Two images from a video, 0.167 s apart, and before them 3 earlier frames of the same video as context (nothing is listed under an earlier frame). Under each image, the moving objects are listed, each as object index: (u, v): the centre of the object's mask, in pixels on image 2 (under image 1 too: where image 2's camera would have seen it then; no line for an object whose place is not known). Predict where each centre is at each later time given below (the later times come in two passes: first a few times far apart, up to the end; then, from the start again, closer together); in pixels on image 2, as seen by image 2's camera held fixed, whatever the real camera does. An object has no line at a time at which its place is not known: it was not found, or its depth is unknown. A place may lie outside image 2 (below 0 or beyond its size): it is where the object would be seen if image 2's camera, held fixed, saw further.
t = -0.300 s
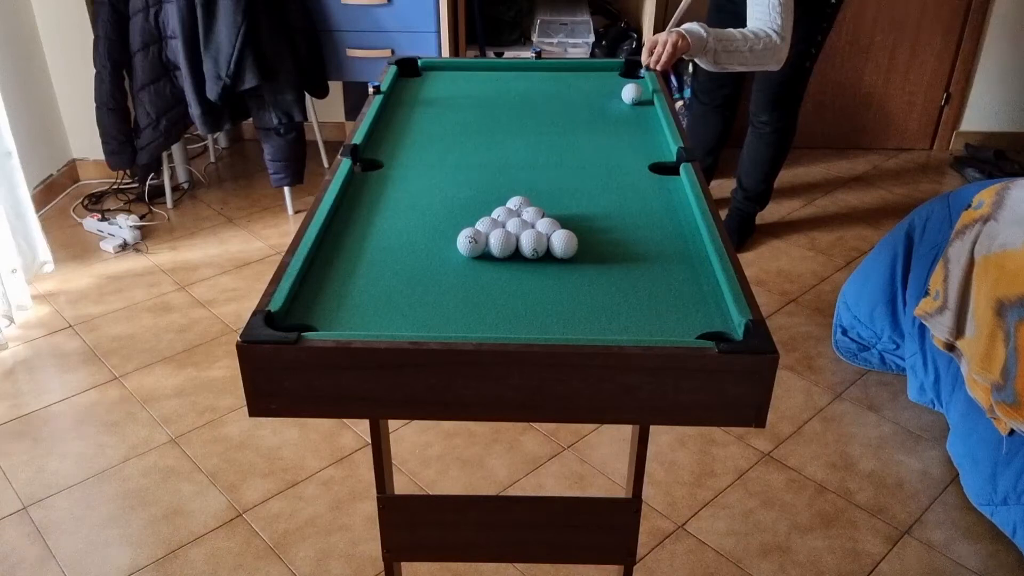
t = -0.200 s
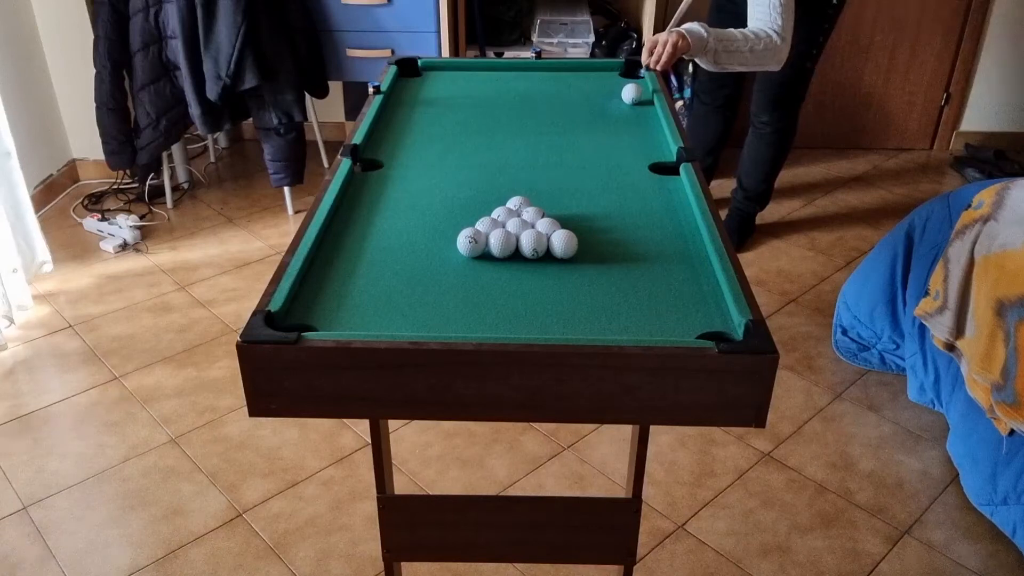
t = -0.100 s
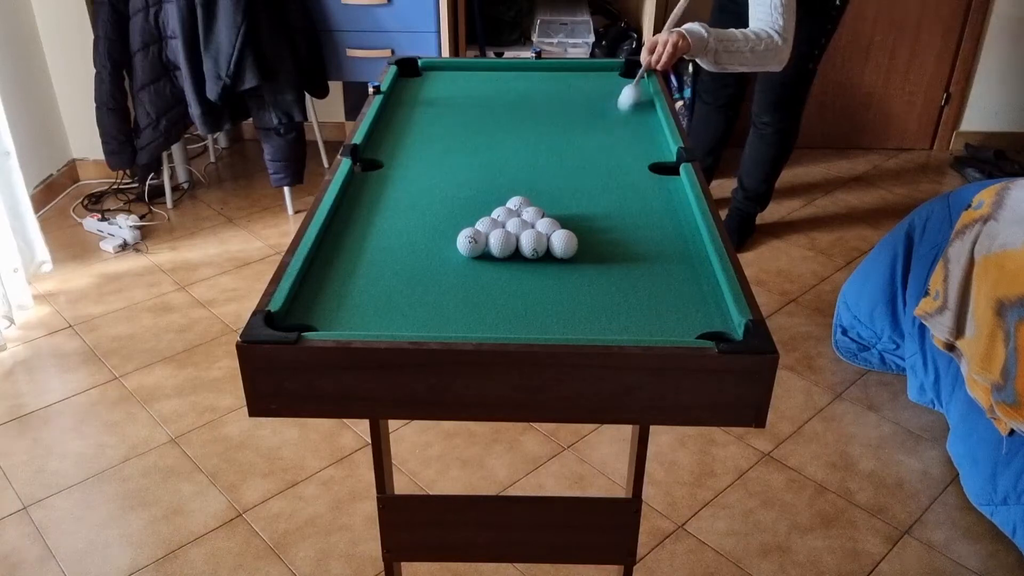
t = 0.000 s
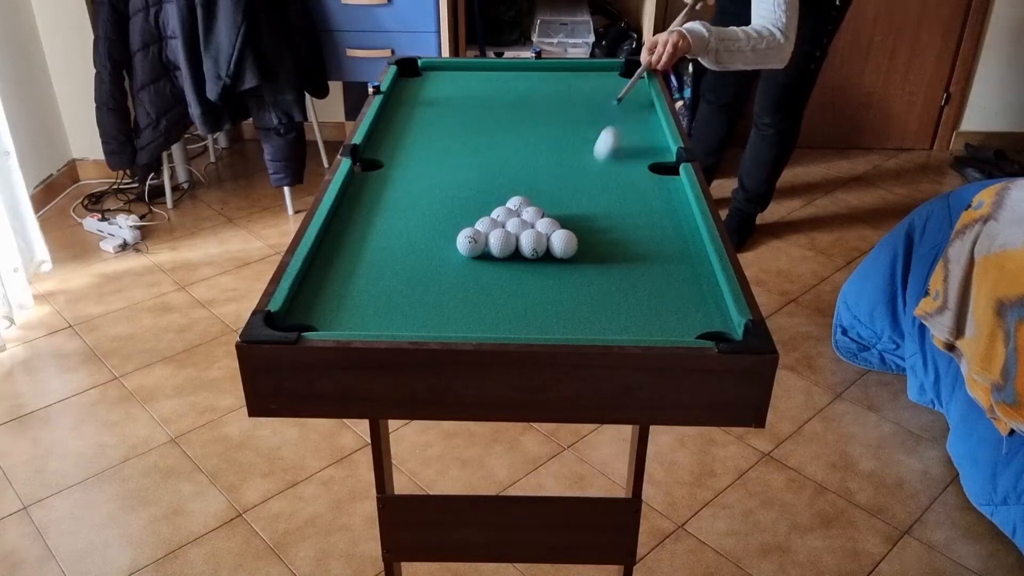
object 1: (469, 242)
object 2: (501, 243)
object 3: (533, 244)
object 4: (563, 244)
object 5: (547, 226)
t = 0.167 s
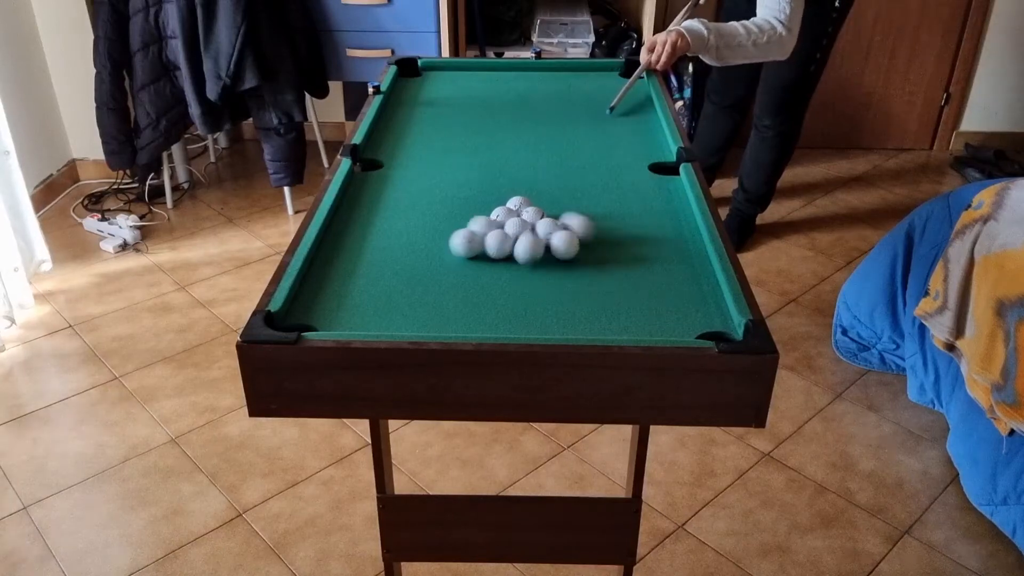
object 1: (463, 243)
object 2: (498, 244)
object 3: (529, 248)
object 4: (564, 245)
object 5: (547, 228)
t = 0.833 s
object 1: (320, 260)
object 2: (415, 280)
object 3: (480, 281)
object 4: (613, 282)
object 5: (617, 232)
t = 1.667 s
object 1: (365, 271)
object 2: (345, 304)
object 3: (468, 221)
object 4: (669, 311)
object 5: (671, 232)
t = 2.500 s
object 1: (366, 271)
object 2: (332, 312)
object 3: (472, 191)
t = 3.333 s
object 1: (366, 271)
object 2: (333, 312)
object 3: (478, 185)
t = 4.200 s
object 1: (366, 271)
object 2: (332, 312)
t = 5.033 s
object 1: (366, 271)
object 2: (333, 312)
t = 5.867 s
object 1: (366, 271)
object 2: (333, 312)
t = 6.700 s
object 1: (366, 271)
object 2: (333, 312)
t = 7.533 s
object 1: (367, 272)
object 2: (333, 312)
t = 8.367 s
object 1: (367, 272)
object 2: (333, 312)
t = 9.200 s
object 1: (367, 272)
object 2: (333, 312)
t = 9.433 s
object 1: (367, 272)
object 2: (333, 312)
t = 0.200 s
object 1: (456, 244)
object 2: (493, 246)
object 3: (525, 257)
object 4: (566, 247)
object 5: (550, 230)
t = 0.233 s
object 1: (448, 245)
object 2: (489, 248)
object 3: (522, 265)
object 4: (569, 249)
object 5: (555, 230)
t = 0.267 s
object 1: (440, 246)
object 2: (484, 250)
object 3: (518, 273)
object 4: (572, 251)
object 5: (559, 230)
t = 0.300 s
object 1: (432, 247)
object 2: (480, 252)
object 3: (515, 281)
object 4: (574, 253)
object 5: (563, 230)
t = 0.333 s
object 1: (424, 248)
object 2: (475, 254)
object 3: (511, 289)
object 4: (576, 255)
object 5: (567, 231)
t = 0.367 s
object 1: (417, 249)
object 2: (471, 255)
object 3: (508, 298)
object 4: (578, 257)
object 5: (571, 231)
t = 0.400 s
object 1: (409, 250)
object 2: (467, 257)
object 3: (504, 306)
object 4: (581, 259)
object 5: (575, 231)
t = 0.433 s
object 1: (402, 251)
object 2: (462, 259)
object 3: (501, 315)
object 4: (583, 261)
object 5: (578, 232)
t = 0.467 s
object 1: (394, 252)
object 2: (458, 261)
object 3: (497, 321)
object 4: (586, 263)
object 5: (582, 232)
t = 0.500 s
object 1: (387, 253)
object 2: (454, 263)
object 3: (495, 318)
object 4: (588, 265)
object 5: (585, 232)
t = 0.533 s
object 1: (380, 254)
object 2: (450, 265)
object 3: (493, 315)
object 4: (591, 266)
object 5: (589, 232)
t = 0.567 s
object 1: (373, 255)
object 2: (446, 266)
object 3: (492, 310)
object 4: (594, 268)
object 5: (592, 232)
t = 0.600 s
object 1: (366, 256)
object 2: (442, 268)
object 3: (490, 306)
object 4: (596, 270)
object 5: (595, 232)
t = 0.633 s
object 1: (359, 256)
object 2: (438, 270)
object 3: (489, 303)
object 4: (598, 272)
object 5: (599, 232)
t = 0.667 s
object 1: (352, 257)
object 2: (434, 272)
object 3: (487, 299)
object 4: (601, 273)
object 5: (602, 232)
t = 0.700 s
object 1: (345, 258)
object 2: (430, 273)
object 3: (485, 295)
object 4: (603, 275)
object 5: (605, 232)
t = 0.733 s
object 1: (339, 259)
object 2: (426, 275)
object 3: (484, 292)
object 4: (606, 277)
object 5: (608, 232)
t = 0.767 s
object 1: (332, 260)
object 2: (423, 276)
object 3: (483, 288)
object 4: (608, 278)
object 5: (611, 232)
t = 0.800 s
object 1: (326, 260)
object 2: (419, 278)
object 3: (482, 285)
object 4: (611, 280)
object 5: (614, 232)
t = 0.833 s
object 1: (320, 260)
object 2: (415, 280)
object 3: (480, 281)
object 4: (613, 282)
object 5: (617, 232)
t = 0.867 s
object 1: (322, 261)
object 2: (411, 281)
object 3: (479, 278)
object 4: (616, 283)
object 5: (620, 232)
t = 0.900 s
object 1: (325, 263)
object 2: (408, 282)
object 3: (478, 275)
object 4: (618, 285)
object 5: (623, 232)
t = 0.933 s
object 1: (328, 263)
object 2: (405, 284)
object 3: (477, 272)
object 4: (620, 286)
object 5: (626, 231)
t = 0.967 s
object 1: (330, 264)
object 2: (401, 285)
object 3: (476, 269)
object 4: (623, 288)
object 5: (628, 232)
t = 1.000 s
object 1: (333, 265)
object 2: (398, 287)
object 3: (475, 266)
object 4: (625, 289)
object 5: (631, 232)
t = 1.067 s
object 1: (338, 266)
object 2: (392, 289)
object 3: (474, 261)
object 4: (630, 292)
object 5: (636, 231)
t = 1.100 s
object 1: (340, 266)
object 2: (389, 291)
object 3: (474, 258)
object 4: (632, 294)
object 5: (638, 231)
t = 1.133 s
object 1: (342, 267)
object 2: (386, 292)
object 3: (473, 255)
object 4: (635, 295)
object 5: (641, 232)
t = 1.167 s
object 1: (344, 267)
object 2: (383, 293)
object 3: (472, 253)
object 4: (637, 296)
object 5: (643, 231)
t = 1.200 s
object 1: (346, 268)
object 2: (380, 294)
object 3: (472, 250)
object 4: (639, 297)
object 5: (645, 231)
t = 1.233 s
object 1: (348, 268)
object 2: (377, 295)
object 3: (471, 248)
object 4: (642, 298)
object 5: (648, 231)
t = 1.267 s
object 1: (350, 268)
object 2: (374, 296)
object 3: (471, 246)
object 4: (644, 300)
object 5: (650, 231)
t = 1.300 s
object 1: (352, 269)
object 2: (371, 298)
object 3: (470, 243)
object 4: (646, 301)
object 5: (652, 232)
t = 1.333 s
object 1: (353, 269)
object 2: (369, 299)
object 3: (470, 241)
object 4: (648, 302)
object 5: (654, 231)
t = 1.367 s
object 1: (355, 269)
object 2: (366, 300)
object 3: (470, 239)
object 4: (651, 303)
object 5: (656, 232)
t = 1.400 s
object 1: (356, 269)
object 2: (364, 301)
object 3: (470, 237)
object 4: (653, 304)
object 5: (658, 232)
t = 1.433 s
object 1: (358, 269)
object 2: (361, 302)
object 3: (469, 235)
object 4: (655, 305)
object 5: (660, 232)
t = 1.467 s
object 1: (360, 270)
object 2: (359, 302)
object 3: (469, 232)
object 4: (657, 306)
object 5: (662, 232)
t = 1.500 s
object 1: (361, 270)
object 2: (357, 303)
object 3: (468, 230)
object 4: (659, 307)
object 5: (664, 232)
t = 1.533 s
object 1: (362, 270)
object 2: (355, 304)
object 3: (468, 228)
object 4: (661, 307)
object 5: (665, 232)
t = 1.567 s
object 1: (363, 271)
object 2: (353, 305)
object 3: (468, 226)
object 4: (663, 308)
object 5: (667, 232)
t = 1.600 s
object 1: (364, 271)
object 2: (351, 306)
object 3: (468, 225)
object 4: (665, 309)
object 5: (668, 232)
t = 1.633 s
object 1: (365, 271)
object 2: (348, 306)
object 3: (468, 223)
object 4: (667, 310)
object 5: (670, 232)
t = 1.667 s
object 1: (365, 271)
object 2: (345, 304)
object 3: (468, 221)
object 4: (669, 311)
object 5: (671, 232)
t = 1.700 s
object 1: (366, 271)
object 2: (344, 305)
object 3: (468, 219)
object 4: (671, 312)
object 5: (673, 231)
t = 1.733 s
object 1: (367, 271)
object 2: (342, 306)
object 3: (468, 218)
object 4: (673, 313)
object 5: (674, 231)
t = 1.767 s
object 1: (367, 271)
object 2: (341, 307)
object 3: (468, 216)
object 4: (674, 313)
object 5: (675, 231)
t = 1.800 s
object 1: (367, 271)
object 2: (339, 307)
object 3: (468, 214)
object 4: (676, 314)
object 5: (676, 231)
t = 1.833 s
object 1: (367, 271)
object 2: (338, 308)
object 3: (469, 213)
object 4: (678, 315)
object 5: (677, 231)
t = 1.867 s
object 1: (367, 272)
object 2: (337, 309)
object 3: (469, 211)
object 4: (674, 318)
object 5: (678, 231)
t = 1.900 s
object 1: (367, 272)
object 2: (336, 310)
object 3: (469, 210)
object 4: (676, 318)
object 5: (678, 230)
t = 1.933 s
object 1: (367, 272)
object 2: (334, 310)
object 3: (469, 209)
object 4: (677, 318)
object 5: (679, 230)
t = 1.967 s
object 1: (367, 272)
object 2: (334, 311)
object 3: (469, 207)
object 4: (679, 318)
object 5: (680, 230)
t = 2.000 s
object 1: (367, 272)
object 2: (333, 311)
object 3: (469, 206)
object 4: (681, 318)
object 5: (680, 230)
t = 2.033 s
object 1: (367, 271)
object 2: (333, 312)
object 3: (469, 204)
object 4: (682, 318)
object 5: (681, 230)
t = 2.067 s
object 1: (367, 271)
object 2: (332, 312)
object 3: (470, 203)
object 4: (684, 318)
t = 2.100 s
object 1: (367, 271)
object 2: (332, 312)
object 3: (470, 202)
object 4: (685, 318)
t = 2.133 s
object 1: (366, 271)
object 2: (332, 312)
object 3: (470, 201)
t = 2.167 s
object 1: (366, 271)
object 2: (332, 312)
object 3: (470, 200)
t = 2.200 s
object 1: (366, 271)
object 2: (332, 313)
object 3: (470, 199)
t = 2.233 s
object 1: (366, 271)
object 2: (332, 313)
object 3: (470, 198)
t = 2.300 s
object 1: (366, 271)
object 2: (332, 313)
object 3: (471, 196)
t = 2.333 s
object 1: (366, 271)
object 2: (332, 312)
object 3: (471, 195)
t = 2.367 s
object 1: (367, 272)
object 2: (332, 312)
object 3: (471, 194)
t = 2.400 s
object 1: (367, 272)
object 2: (332, 312)
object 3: (471, 193)
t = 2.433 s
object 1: (366, 271)
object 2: (332, 312)
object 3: (471, 192)
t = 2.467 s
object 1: (366, 271)
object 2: (332, 312)
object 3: (472, 192)
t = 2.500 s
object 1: (366, 271)
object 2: (332, 312)
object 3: (472, 191)
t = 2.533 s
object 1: (366, 271)
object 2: (332, 312)
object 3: (472, 190)
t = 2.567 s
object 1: (366, 271)
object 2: (332, 312)
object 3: (472, 190)
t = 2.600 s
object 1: (366, 271)
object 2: (332, 312)
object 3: (472, 189)
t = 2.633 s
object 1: (366, 271)
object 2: (332, 312)
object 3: (473, 189)
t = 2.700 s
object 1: (366, 271)
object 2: (332, 312)
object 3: (473, 188)
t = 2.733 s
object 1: (366, 271)
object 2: (333, 312)
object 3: (474, 187)
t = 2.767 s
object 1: (366, 271)
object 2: (333, 312)
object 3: (474, 187)
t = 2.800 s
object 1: (366, 271)
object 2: (333, 312)
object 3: (475, 187)
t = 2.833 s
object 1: (366, 271)
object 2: (333, 312)
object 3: (475, 186)
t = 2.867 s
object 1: (366, 271)
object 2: (333, 312)
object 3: (476, 186)
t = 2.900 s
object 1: (366, 271)
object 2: (333, 312)
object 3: (476, 186)
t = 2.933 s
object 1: (366, 271)
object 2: (333, 312)
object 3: (477, 185)
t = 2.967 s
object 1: (366, 271)
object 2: (333, 312)
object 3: (477, 185)
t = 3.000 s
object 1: (366, 271)
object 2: (333, 312)
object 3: (477, 185)
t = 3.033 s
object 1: (366, 271)
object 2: (333, 312)
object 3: (478, 185)
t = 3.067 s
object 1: (366, 271)
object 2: (333, 312)
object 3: (478, 185)
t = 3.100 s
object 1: (366, 271)
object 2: (333, 312)
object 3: (478, 185)
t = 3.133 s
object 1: (366, 271)
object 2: (333, 312)
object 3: (478, 185)
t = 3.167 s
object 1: (367, 271)
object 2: (333, 312)
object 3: (478, 185)
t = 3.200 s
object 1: (367, 271)
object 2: (333, 312)
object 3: (478, 185)
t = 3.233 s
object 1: (366, 271)
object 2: (333, 312)
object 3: (478, 185)
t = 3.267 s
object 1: (367, 271)
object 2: (333, 312)
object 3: (478, 185)
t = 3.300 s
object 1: (367, 271)
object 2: (333, 312)
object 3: (478, 185)
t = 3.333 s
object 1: (366, 271)
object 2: (333, 312)
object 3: (478, 185)
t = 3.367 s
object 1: (367, 271)
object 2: (333, 312)
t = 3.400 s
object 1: (367, 271)
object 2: (333, 312)
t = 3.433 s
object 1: (367, 271)
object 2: (333, 312)
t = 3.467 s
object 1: (367, 272)
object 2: (333, 312)
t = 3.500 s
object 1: (367, 272)
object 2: (333, 312)
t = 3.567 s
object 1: (366, 271)
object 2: (333, 312)
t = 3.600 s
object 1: (367, 272)
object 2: (333, 312)
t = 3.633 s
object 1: (366, 271)
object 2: (333, 312)
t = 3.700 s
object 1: (366, 271)
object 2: (333, 312)
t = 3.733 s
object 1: (367, 272)
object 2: (333, 312)
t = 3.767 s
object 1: (367, 272)
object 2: (333, 312)
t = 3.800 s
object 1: (367, 272)
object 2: (333, 312)
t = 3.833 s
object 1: (367, 272)
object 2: (333, 312)
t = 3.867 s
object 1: (367, 272)
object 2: (333, 312)
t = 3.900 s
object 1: (367, 272)
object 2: (333, 312)
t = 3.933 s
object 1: (366, 271)
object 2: (333, 312)
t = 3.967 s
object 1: (366, 271)
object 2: (332, 312)
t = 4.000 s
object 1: (366, 271)
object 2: (332, 312)
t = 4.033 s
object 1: (366, 271)
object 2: (332, 312)
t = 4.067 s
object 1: (366, 271)
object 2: (332, 312)
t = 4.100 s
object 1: (366, 271)
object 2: (331, 312)
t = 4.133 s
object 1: (366, 271)
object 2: (332, 312)
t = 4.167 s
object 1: (366, 271)
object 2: (332, 312)
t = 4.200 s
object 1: (366, 271)
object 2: (332, 312)
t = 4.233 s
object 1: (366, 271)
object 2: (332, 312)
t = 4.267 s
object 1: (366, 271)
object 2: (332, 312)
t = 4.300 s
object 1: (366, 271)
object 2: (332, 312)
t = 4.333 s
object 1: (366, 271)
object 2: (332, 312)
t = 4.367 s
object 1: (366, 271)
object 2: (333, 312)
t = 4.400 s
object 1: (366, 271)
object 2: (333, 312)
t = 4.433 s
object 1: (366, 271)
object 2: (333, 312)
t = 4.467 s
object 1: (366, 271)
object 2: (333, 312)
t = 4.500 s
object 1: (366, 271)
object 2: (333, 312)
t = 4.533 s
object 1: (367, 272)
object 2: (333, 312)
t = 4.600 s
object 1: (367, 272)
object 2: (332, 312)
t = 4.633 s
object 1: (366, 271)
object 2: (332, 312)
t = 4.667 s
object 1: (367, 272)
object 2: (333, 312)
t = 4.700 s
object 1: (366, 271)
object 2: (333, 312)
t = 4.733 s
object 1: (367, 272)
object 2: (333, 312)
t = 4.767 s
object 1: (366, 271)
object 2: (333, 312)
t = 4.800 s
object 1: (366, 271)
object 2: (333, 312)
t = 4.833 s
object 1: (366, 271)
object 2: (333, 312)
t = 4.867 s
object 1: (366, 271)
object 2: (333, 312)
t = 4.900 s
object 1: (366, 271)
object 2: (333, 312)
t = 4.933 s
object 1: (366, 271)
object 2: (333, 312)
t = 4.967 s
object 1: (366, 271)
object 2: (333, 312)
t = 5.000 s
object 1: (366, 271)
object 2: (333, 312)
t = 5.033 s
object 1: (366, 271)
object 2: (333, 312)
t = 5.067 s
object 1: (366, 271)
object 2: (333, 312)
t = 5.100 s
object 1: (366, 271)
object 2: (333, 312)
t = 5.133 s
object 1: (366, 271)
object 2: (333, 312)
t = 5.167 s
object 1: (366, 271)
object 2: (333, 312)
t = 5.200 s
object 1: (366, 271)
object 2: (333, 312)
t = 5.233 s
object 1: (366, 271)
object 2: (333, 312)
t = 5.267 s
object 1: (366, 271)
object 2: (333, 312)
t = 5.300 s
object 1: (366, 271)
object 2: (333, 312)
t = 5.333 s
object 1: (366, 271)
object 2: (333, 312)
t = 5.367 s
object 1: (366, 271)
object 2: (333, 312)
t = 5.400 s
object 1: (366, 271)
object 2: (333, 312)
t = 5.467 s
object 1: (366, 271)
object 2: (333, 312)
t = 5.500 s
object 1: (366, 271)
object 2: (333, 312)
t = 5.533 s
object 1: (366, 271)
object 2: (333, 312)
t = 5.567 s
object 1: (366, 271)
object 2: (333, 312)
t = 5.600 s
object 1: (366, 271)
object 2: (333, 312)
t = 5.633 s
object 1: (366, 271)
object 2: (333, 312)
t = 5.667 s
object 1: (366, 271)
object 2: (333, 312)
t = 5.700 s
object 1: (366, 271)
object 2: (333, 312)
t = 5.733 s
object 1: (366, 271)
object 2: (333, 312)
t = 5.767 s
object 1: (366, 271)
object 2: (333, 312)
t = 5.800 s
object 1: (366, 271)
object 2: (333, 312)
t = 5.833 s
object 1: (366, 271)
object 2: (333, 312)
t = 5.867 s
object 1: (366, 271)
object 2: (333, 312)
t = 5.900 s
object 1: (366, 271)
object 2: (333, 312)
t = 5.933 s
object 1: (366, 271)
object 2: (333, 312)
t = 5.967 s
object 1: (366, 271)
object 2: (333, 312)
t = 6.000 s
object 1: (366, 271)
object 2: (333, 312)
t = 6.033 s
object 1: (366, 271)
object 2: (333, 312)
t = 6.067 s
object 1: (366, 271)
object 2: (333, 312)
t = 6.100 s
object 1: (366, 271)
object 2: (333, 312)
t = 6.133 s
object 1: (367, 272)
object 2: (333, 312)
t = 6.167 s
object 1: (366, 271)
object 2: (333, 312)
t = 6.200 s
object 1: (367, 272)
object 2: (333, 312)
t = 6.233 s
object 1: (366, 271)
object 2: (333, 312)
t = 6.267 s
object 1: (366, 271)
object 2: (333, 312)
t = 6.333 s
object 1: (366, 271)
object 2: (333, 312)
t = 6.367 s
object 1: (366, 271)
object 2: (333, 312)
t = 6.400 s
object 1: (366, 271)
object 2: (333, 312)
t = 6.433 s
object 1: (367, 272)
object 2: (333, 312)
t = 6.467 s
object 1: (366, 271)
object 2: (333, 312)
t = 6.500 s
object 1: (366, 271)
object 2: (333, 312)
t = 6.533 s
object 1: (366, 271)
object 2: (333, 312)
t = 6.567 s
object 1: (366, 271)
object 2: (333, 312)
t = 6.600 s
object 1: (366, 271)
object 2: (333, 312)
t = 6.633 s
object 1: (366, 271)
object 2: (333, 312)
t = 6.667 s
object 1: (366, 271)
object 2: (333, 312)
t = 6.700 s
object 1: (366, 271)
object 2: (333, 312)
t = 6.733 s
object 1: (366, 271)
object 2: (333, 312)
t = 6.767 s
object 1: (366, 271)
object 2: (333, 312)
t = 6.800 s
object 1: (366, 271)
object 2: (333, 312)
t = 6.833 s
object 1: (367, 272)
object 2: (333, 312)
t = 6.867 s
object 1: (366, 271)
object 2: (333, 312)
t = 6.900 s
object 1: (366, 271)
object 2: (333, 312)
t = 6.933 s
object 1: (366, 271)
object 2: (333, 312)
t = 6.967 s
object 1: (366, 271)
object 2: (333, 312)
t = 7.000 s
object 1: (367, 272)
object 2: (333, 312)
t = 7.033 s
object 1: (367, 272)
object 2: (333, 312)
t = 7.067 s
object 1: (366, 271)
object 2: (333, 312)
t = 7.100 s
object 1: (366, 271)
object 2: (333, 312)
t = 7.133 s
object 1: (366, 271)
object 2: (333, 312)
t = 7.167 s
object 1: (366, 271)
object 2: (333, 312)
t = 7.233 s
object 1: (366, 271)
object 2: (333, 312)
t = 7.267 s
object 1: (366, 271)
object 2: (333, 312)
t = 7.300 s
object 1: (367, 272)
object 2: (333, 312)
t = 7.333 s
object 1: (367, 272)
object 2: (333, 312)
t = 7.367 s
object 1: (367, 272)
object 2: (333, 312)
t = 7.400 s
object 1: (367, 272)
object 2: (333, 312)
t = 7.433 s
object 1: (367, 272)
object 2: (333, 312)
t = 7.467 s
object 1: (367, 272)
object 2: (333, 312)
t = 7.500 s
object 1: (367, 272)
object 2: (333, 312)
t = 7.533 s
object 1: (367, 272)
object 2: (333, 312)
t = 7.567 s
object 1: (367, 272)
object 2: (333, 312)
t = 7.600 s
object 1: (367, 272)
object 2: (333, 312)
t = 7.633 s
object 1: (367, 272)
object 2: (333, 313)
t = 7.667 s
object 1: (367, 272)
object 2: (333, 313)
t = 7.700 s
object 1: (367, 272)
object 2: (333, 312)
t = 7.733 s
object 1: (367, 272)
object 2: (333, 312)
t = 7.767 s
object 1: (367, 272)
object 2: (334, 312)
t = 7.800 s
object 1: (367, 272)
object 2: (333, 312)
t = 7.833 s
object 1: (367, 272)
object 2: (334, 313)
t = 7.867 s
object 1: (367, 272)
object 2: (334, 313)
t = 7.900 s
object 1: (367, 272)
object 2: (334, 313)
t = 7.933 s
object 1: (367, 272)
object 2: (334, 313)
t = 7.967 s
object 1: (367, 272)
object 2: (334, 313)
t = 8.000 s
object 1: (367, 272)
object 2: (334, 313)
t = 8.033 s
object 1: (367, 272)
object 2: (334, 313)
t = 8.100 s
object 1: (367, 272)
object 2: (333, 313)
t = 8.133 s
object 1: (367, 272)
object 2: (333, 313)
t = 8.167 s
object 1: (367, 272)
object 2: (333, 313)
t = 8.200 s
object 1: (367, 272)
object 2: (333, 312)
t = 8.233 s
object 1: (367, 272)
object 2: (333, 312)
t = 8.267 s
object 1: (367, 272)
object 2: (333, 312)
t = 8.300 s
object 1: (367, 272)
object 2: (333, 312)
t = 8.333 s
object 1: (367, 272)
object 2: (333, 312)
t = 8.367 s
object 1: (367, 272)
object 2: (333, 312)
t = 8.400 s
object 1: (367, 272)
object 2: (333, 312)
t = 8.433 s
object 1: (367, 272)
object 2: (333, 312)
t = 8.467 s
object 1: (367, 272)
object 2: (333, 312)
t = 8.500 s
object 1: (367, 272)
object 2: (333, 312)
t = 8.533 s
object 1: (367, 272)
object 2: (333, 312)
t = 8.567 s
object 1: (367, 272)
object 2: (333, 312)
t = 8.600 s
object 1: (367, 272)
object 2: (333, 312)
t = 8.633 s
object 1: (367, 272)
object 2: (333, 312)
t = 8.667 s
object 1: (367, 272)
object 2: (333, 312)
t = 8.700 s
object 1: (367, 272)
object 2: (333, 312)
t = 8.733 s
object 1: (367, 272)
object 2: (333, 312)
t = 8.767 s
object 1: (367, 272)
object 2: (333, 312)
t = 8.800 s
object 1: (367, 272)
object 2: (333, 312)
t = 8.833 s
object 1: (367, 272)
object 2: (333, 312)
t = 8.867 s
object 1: (367, 272)
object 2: (333, 312)
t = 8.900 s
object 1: (367, 272)
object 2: (333, 312)
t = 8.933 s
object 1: (367, 272)
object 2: (333, 312)
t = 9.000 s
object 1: (367, 272)
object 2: (333, 312)
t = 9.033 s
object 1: (367, 272)
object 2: (333, 312)
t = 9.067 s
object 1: (367, 272)
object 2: (333, 312)
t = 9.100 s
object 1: (367, 272)
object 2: (333, 312)
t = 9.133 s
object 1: (367, 272)
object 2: (333, 312)
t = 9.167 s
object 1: (367, 272)
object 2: (333, 312)
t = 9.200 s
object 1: (367, 272)
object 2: (333, 312)
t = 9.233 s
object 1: (367, 272)
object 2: (333, 312)
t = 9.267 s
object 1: (367, 272)
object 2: (333, 312)
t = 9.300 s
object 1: (367, 272)
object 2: (333, 312)
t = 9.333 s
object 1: (367, 272)
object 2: (333, 312)
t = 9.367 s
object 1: (367, 272)
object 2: (333, 312)
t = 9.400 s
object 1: (367, 272)
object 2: (333, 312)
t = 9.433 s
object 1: (367, 272)
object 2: (333, 312)
